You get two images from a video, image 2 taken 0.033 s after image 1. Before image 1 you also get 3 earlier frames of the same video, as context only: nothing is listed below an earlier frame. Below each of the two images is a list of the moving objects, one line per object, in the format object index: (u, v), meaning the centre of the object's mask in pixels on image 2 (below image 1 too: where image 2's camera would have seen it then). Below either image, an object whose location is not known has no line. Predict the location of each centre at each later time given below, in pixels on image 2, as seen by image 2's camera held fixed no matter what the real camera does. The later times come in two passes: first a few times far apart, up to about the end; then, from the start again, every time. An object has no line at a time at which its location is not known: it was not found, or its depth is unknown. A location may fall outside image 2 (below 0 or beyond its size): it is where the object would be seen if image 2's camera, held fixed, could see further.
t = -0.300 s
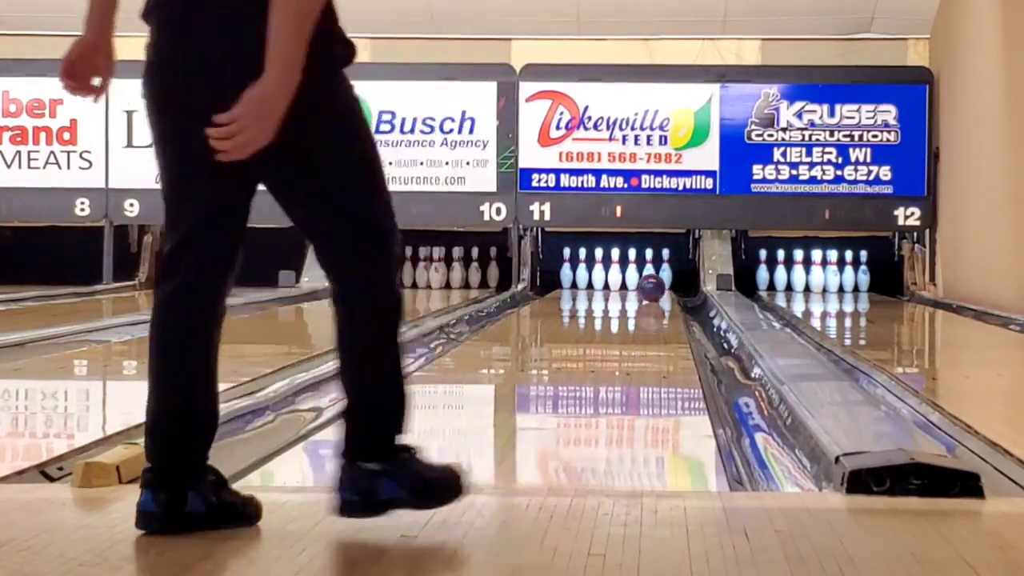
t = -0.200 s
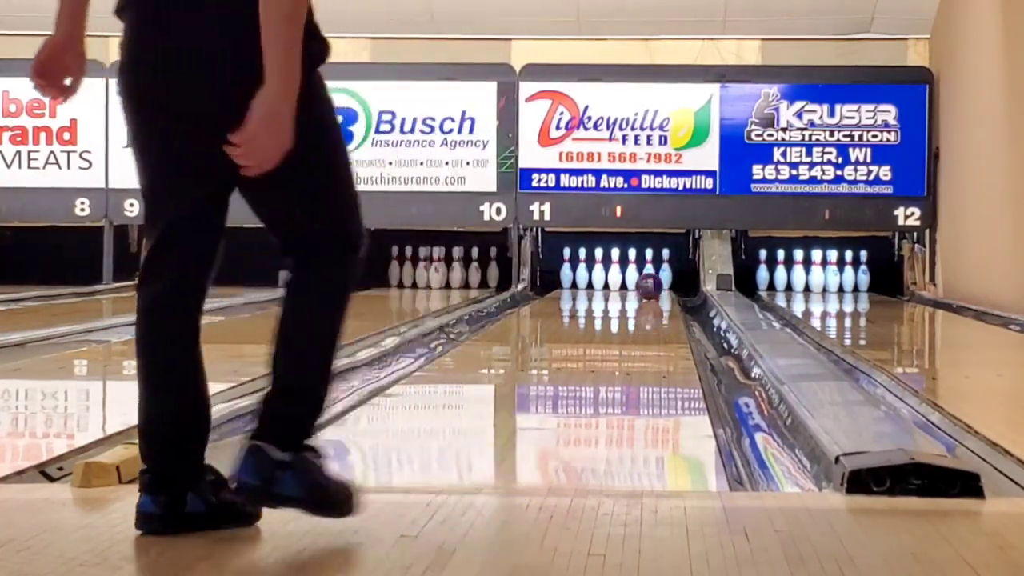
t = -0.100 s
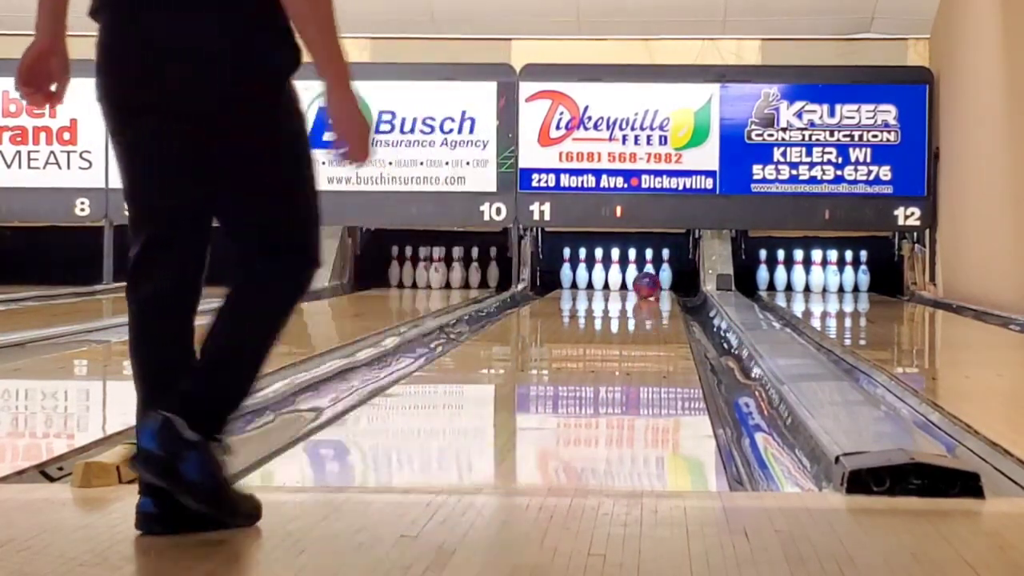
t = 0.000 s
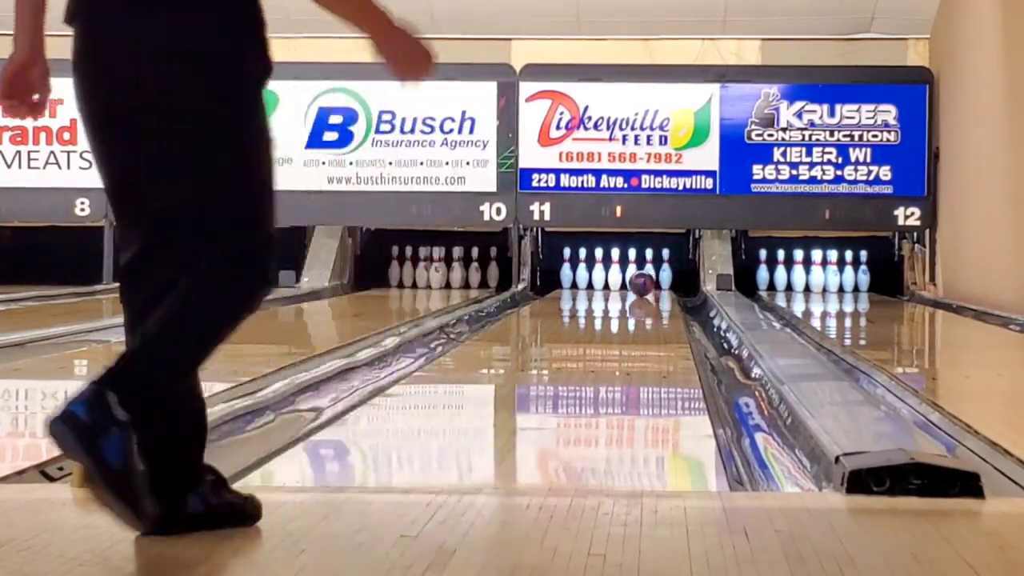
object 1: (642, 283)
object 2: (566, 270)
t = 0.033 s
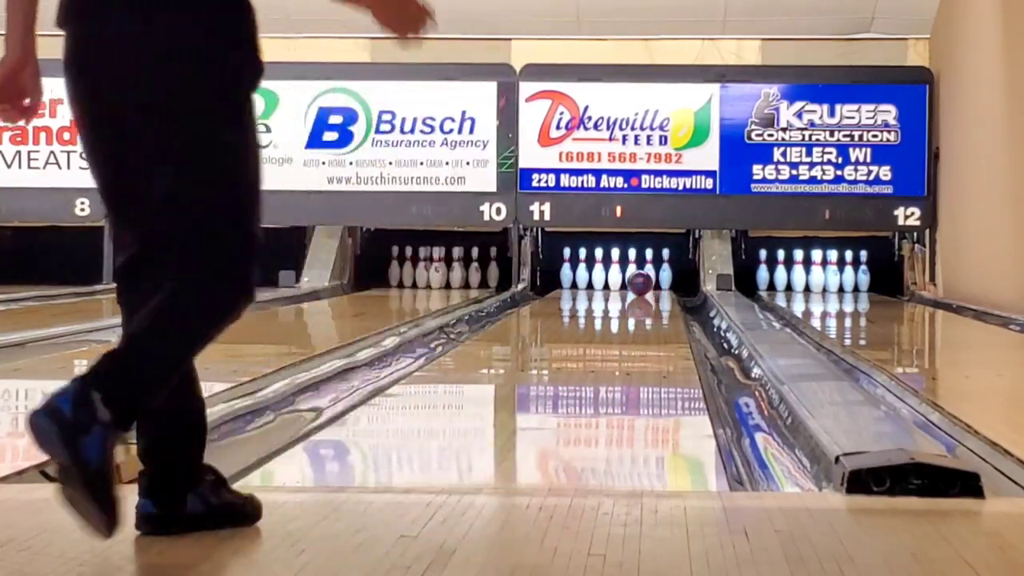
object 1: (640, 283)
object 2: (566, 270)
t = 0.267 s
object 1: (627, 280)
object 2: (566, 270)
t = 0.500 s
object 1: (623, 279)
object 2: (550, 270)
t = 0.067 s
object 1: (638, 283)
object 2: (566, 270)
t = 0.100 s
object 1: (636, 282)
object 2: (566, 270)
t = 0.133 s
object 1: (634, 282)
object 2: (566, 270)
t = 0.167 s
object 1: (633, 282)
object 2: (566, 270)
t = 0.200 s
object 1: (631, 281)
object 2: (566, 270)
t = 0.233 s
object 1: (629, 281)
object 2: (566, 270)
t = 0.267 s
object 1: (627, 280)
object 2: (566, 270)
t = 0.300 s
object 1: (625, 279)
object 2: (566, 270)
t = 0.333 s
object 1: (623, 279)
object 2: (566, 270)
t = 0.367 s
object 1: (624, 279)
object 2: (566, 270)
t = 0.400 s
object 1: (624, 279)
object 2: (566, 270)
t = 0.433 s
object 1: (623, 279)
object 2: (565, 269)
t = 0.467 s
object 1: (623, 278)
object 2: (559, 267)
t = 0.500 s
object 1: (623, 279)
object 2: (550, 270)
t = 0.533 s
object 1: (623, 278)
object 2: (547, 275)
